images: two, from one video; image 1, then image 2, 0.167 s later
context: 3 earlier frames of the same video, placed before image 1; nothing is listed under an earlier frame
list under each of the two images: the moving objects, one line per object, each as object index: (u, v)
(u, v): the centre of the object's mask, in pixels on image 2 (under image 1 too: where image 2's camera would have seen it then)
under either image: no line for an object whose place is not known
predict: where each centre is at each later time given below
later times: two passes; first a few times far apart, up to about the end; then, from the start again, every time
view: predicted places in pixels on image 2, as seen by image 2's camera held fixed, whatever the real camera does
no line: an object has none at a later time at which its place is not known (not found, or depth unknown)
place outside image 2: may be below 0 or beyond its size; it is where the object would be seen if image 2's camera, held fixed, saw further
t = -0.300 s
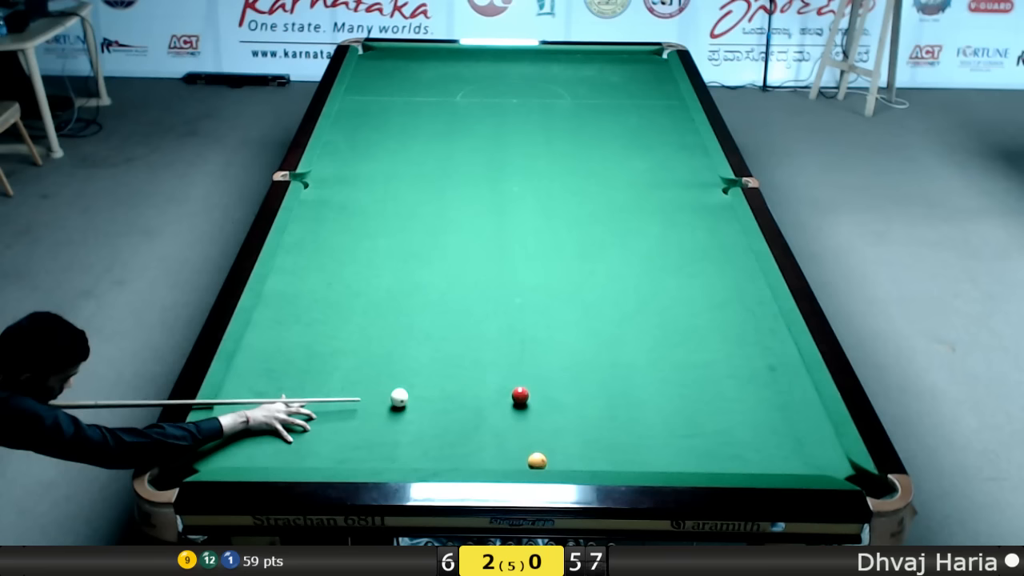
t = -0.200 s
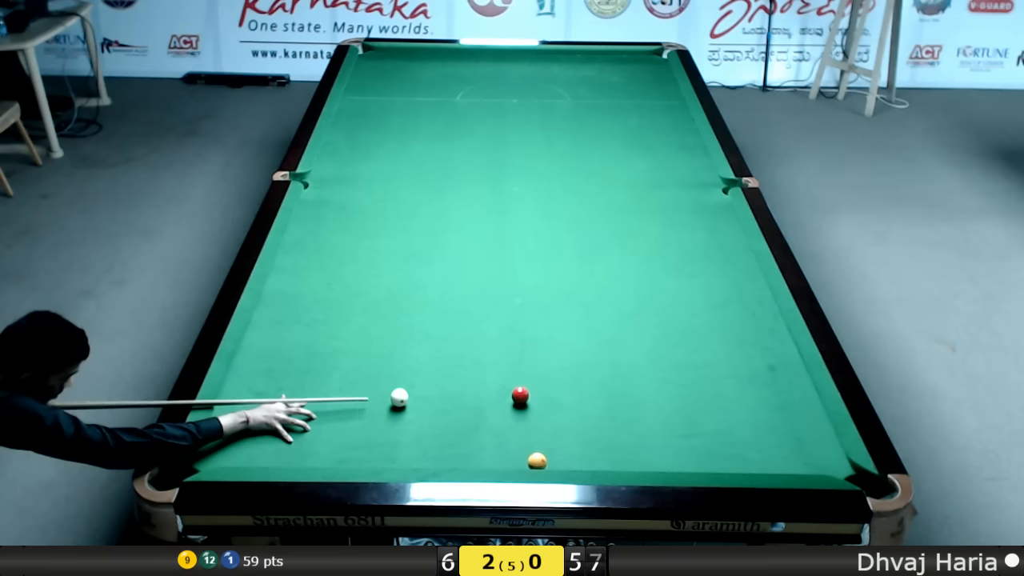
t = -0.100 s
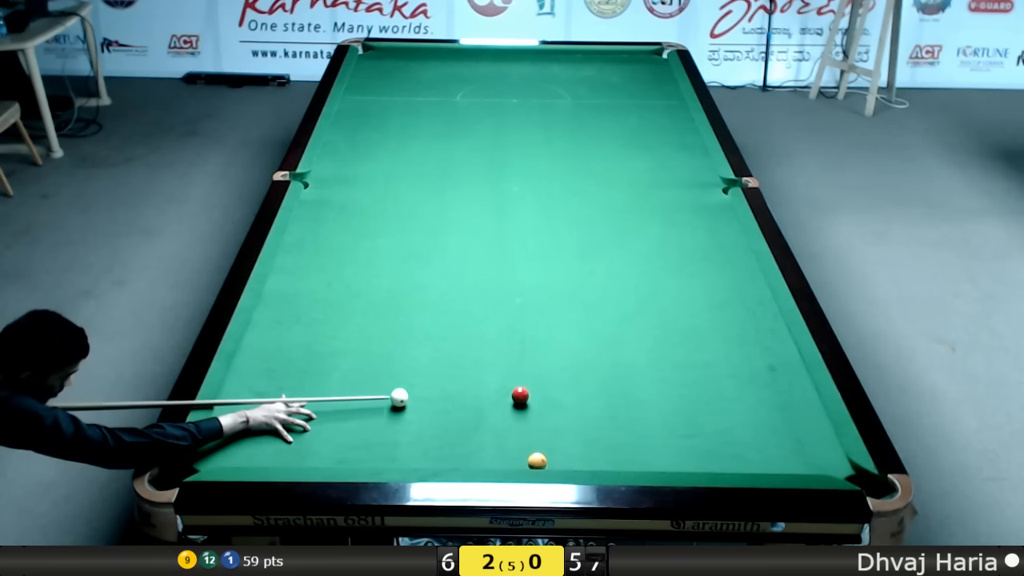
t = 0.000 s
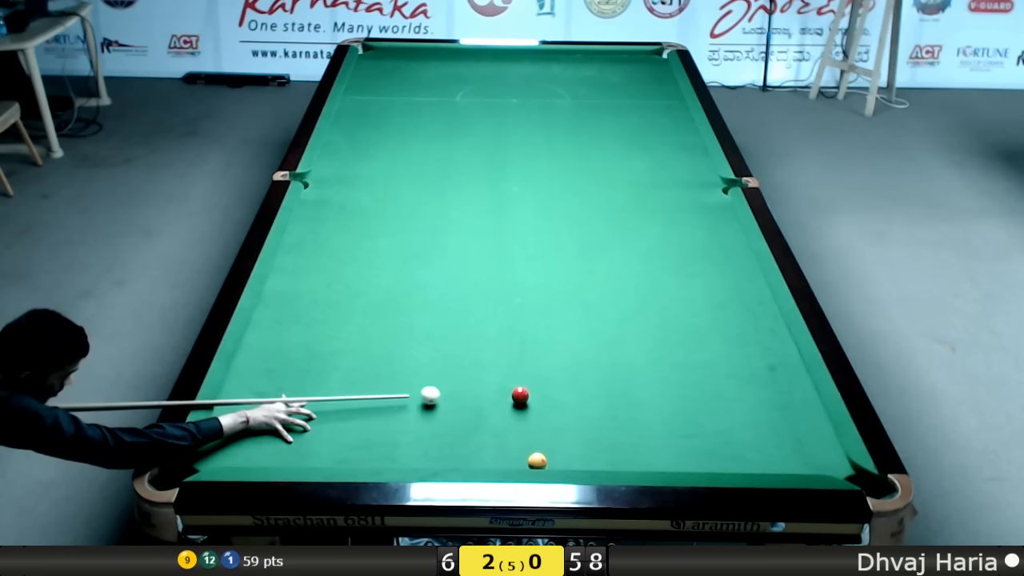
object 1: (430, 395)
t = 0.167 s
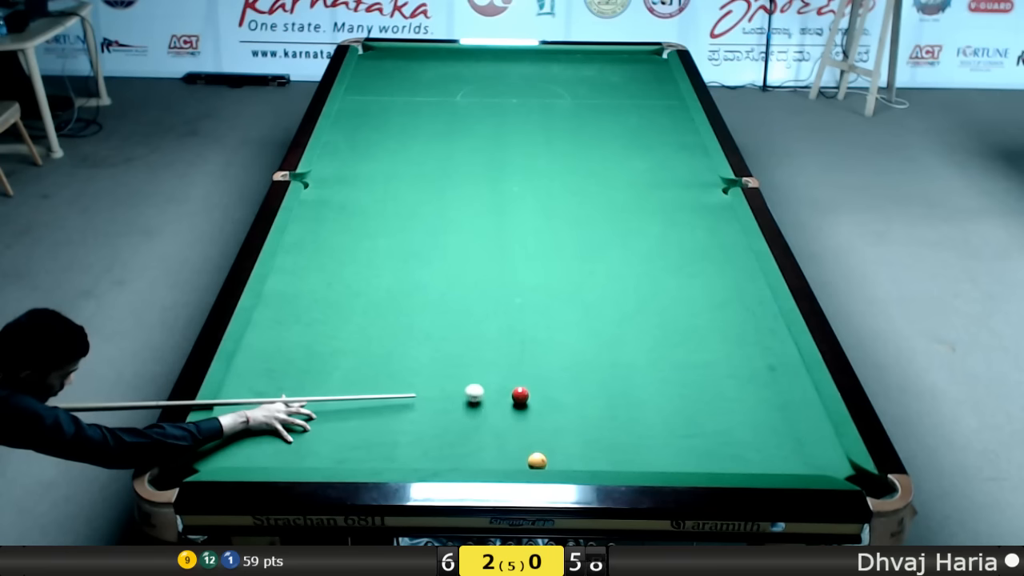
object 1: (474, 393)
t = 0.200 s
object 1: (482, 392)
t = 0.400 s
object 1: (512, 385)
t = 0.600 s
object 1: (528, 376)
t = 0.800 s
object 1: (543, 368)
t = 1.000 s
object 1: (557, 360)
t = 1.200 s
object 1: (570, 352)
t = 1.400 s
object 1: (582, 346)
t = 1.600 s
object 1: (593, 340)
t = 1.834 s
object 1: (605, 333)
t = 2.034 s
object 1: (614, 328)
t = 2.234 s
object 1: (622, 324)
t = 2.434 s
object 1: (629, 320)
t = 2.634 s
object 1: (636, 317)
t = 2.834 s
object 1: (641, 314)
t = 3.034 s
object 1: (646, 311)
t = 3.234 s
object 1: (650, 309)
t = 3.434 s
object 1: (654, 307)
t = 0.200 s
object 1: (482, 392)
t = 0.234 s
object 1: (491, 392)
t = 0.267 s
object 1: (500, 391)
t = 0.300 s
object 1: (504, 390)
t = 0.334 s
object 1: (506, 389)
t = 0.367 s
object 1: (509, 387)
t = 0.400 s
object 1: (512, 385)
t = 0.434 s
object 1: (514, 384)
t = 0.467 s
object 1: (517, 382)
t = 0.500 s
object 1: (520, 381)
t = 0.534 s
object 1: (523, 379)
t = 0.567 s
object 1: (525, 378)
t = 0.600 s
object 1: (528, 376)
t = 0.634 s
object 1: (531, 375)
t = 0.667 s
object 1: (533, 373)
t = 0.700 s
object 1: (536, 372)
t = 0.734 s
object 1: (538, 370)
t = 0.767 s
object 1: (540, 369)
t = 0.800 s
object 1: (543, 368)
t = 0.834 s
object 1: (546, 367)
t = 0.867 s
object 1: (548, 365)
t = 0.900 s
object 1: (550, 364)
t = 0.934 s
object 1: (553, 362)
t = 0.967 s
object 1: (555, 361)
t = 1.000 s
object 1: (557, 360)
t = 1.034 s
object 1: (559, 359)
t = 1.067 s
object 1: (561, 358)
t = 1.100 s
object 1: (564, 356)
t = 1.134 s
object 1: (566, 355)
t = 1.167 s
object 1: (568, 353)
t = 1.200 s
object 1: (570, 352)
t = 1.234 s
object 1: (572, 352)
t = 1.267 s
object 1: (575, 351)
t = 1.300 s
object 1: (576, 350)
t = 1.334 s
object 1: (578, 348)
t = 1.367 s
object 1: (580, 347)
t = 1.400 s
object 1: (582, 346)
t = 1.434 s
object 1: (584, 345)
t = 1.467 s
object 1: (586, 344)
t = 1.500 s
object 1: (588, 343)
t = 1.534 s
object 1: (590, 342)
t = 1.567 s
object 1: (591, 341)
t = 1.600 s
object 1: (593, 340)
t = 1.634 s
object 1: (595, 339)
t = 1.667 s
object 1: (597, 338)
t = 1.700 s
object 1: (599, 337)
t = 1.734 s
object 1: (600, 336)
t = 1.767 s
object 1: (602, 335)
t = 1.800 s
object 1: (603, 335)
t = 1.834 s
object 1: (605, 333)
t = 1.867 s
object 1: (606, 333)
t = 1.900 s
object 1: (608, 331)
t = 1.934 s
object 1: (609, 331)
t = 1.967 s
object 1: (611, 330)
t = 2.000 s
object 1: (613, 329)
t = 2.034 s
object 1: (614, 328)
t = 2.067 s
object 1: (615, 328)
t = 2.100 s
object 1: (617, 327)
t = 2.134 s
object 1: (618, 326)
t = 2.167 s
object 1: (620, 325)
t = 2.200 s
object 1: (621, 325)
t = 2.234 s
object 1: (622, 324)
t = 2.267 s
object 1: (623, 324)
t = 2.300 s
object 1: (625, 323)
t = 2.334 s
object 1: (626, 323)
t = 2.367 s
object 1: (627, 322)
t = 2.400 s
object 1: (628, 321)
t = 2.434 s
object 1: (629, 320)
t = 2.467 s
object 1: (631, 320)
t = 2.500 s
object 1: (632, 320)
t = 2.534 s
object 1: (633, 319)
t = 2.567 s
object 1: (634, 318)
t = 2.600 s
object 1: (635, 318)
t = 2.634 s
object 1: (636, 317)
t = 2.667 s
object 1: (637, 317)
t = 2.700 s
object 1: (638, 316)
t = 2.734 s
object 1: (638, 316)
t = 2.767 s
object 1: (639, 315)
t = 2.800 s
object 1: (641, 314)
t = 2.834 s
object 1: (641, 314)
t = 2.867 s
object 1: (642, 313)
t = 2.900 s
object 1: (643, 313)
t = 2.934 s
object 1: (644, 312)
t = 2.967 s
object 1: (644, 312)
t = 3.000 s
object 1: (645, 312)
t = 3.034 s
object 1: (646, 311)
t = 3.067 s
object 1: (647, 311)
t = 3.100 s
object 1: (648, 310)
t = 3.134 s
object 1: (648, 310)
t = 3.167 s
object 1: (649, 310)
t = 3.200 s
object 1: (650, 310)
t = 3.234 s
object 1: (650, 309)
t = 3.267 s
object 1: (651, 309)
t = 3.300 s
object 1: (651, 309)
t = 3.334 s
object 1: (652, 308)
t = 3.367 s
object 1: (653, 308)
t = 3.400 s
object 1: (654, 307)
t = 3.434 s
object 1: (654, 307)
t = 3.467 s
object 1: (654, 307)
